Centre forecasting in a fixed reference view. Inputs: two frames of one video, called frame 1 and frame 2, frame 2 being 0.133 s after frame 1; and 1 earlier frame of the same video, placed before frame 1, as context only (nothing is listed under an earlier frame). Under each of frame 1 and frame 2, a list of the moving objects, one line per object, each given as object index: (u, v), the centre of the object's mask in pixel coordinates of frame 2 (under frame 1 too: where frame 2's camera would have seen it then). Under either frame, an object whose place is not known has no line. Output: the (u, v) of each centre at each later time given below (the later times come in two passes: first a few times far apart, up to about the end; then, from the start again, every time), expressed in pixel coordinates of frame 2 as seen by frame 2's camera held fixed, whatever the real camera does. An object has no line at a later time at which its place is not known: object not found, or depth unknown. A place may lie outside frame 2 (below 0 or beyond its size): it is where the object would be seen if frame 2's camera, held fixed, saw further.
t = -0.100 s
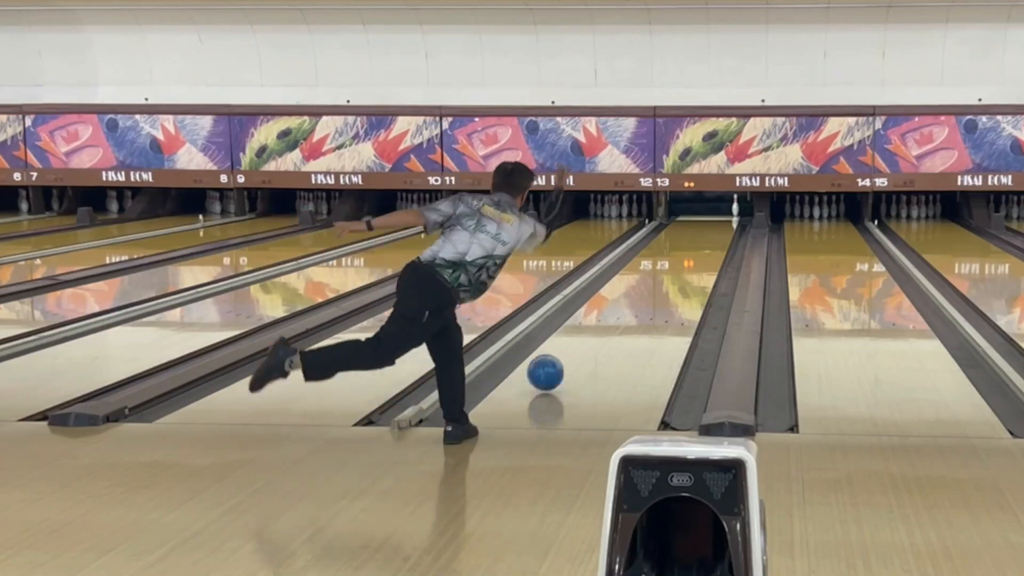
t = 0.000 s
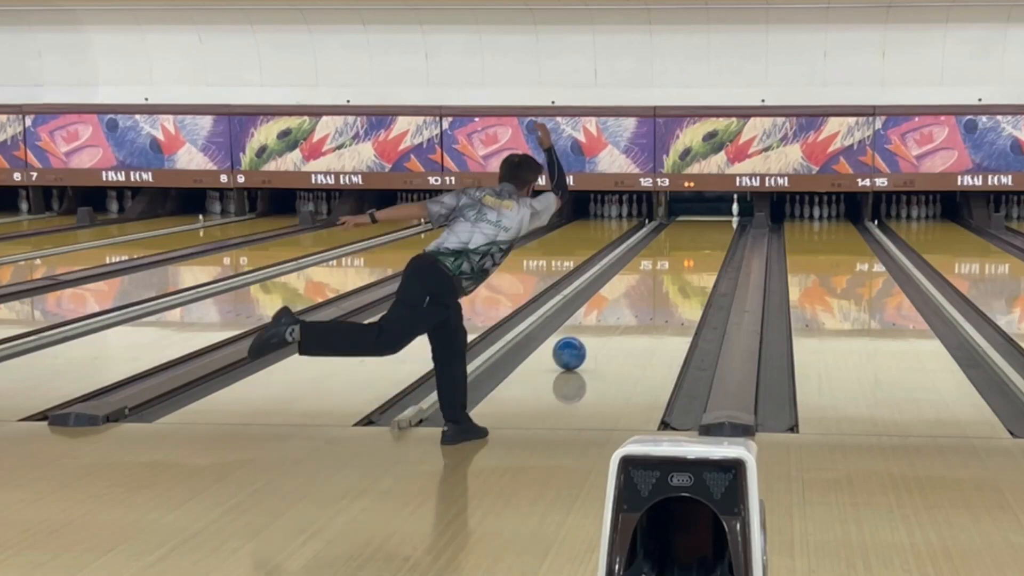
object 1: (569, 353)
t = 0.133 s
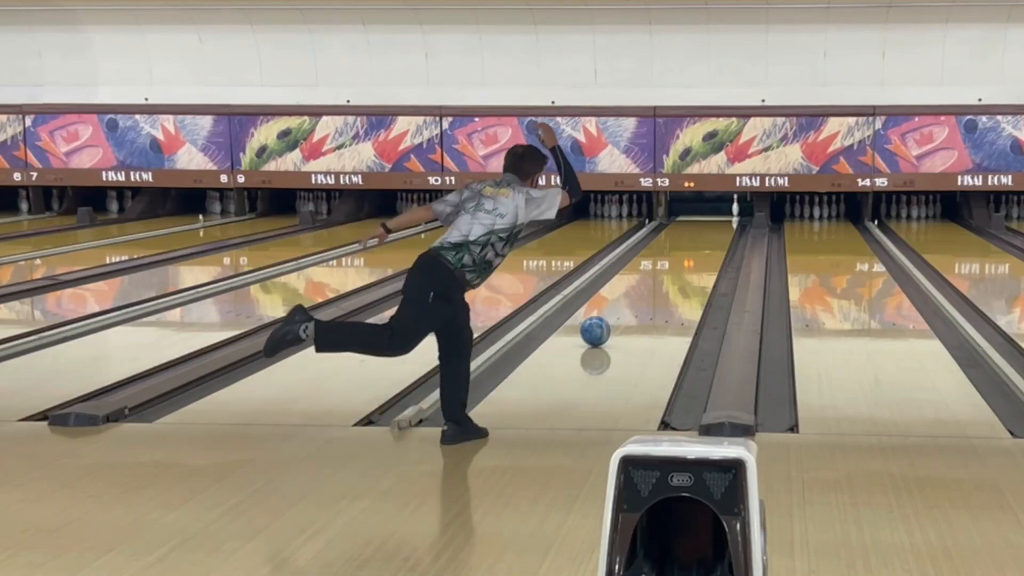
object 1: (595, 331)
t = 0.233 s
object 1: (614, 315)
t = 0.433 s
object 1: (640, 293)
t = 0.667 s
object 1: (664, 273)
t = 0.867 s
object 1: (679, 259)
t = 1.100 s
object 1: (694, 246)
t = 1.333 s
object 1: (707, 235)
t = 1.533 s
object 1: (715, 228)
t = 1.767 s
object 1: (722, 220)
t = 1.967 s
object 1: (727, 215)
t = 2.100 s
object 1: (730, 212)
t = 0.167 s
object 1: (604, 324)
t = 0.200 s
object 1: (609, 320)
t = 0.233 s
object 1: (614, 315)
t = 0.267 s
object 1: (619, 311)
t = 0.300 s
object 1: (624, 307)
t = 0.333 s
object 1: (628, 303)
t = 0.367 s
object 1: (632, 299)
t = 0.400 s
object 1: (636, 296)
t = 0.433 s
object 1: (640, 293)
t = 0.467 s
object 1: (644, 290)
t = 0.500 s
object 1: (648, 287)
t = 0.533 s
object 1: (651, 283)
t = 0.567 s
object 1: (654, 281)
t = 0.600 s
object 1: (658, 278)
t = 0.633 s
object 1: (661, 275)
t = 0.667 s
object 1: (664, 273)
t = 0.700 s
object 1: (667, 270)
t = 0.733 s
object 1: (669, 268)
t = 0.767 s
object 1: (672, 266)
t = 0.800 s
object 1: (675, 263)
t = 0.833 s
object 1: (677, 261)
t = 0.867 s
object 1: (679, 259)
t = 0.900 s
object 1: (682, 257)
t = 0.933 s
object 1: (684, 255)
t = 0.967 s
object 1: (686, 253)
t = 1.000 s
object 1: (688, 251)
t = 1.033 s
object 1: (691, 250)
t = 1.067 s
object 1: (693, 248)
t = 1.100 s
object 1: (694, 246)
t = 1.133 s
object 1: (696, 244)
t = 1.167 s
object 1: (698, 243)
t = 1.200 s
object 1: (700, 241)
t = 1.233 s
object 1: (701, 240)
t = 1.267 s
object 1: (703, 238)
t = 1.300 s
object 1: (705, 237)
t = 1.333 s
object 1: (707, 235)
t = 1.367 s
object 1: (708, 234)
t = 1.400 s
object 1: (709, 232)
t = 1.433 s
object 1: (711, 231)
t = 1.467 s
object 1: (712, 230)
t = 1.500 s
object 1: (713, 229)
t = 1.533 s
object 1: (715, 228)
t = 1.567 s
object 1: (716, 227)
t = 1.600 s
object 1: (717, 226)
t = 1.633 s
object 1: (718, 225)
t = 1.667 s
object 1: (719, 224)
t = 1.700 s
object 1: (720, 222)
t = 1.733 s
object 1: (721, 221)
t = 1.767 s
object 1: (722, 220)
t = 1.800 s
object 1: (723, 220)
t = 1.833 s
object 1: (724, 219)
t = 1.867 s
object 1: (725, 218)
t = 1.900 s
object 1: (726, 217)
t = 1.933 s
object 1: (727, 216)
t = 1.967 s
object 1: (727, 215)
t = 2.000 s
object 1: (728, 215)
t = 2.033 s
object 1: (729, 214)
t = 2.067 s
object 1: (729, 213)
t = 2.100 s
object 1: (730, 212)
